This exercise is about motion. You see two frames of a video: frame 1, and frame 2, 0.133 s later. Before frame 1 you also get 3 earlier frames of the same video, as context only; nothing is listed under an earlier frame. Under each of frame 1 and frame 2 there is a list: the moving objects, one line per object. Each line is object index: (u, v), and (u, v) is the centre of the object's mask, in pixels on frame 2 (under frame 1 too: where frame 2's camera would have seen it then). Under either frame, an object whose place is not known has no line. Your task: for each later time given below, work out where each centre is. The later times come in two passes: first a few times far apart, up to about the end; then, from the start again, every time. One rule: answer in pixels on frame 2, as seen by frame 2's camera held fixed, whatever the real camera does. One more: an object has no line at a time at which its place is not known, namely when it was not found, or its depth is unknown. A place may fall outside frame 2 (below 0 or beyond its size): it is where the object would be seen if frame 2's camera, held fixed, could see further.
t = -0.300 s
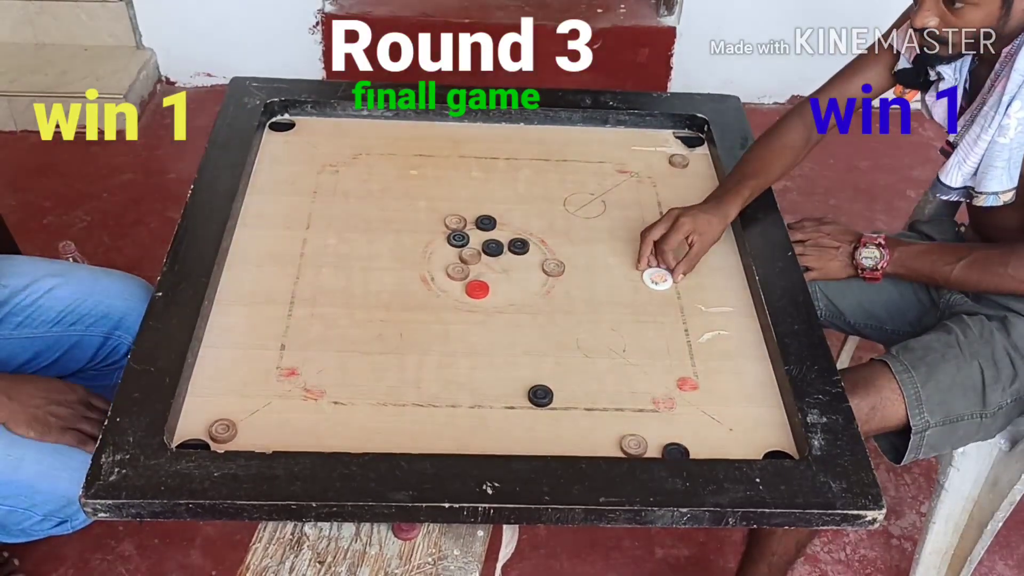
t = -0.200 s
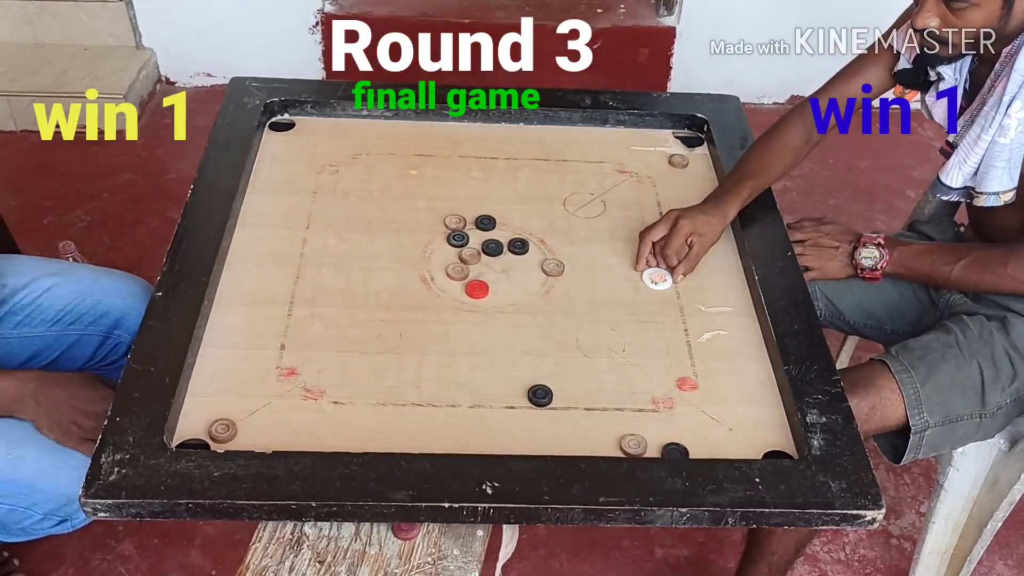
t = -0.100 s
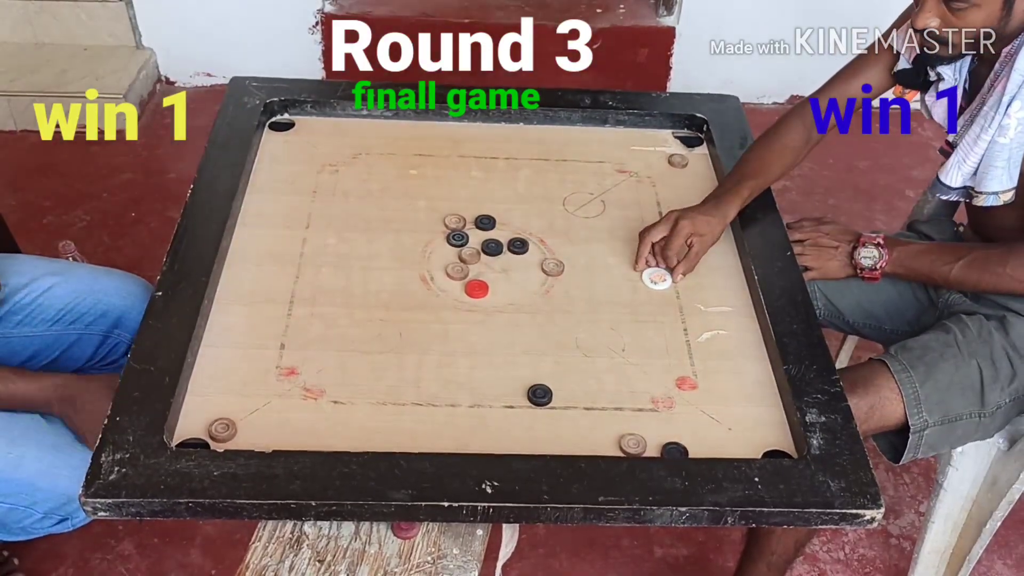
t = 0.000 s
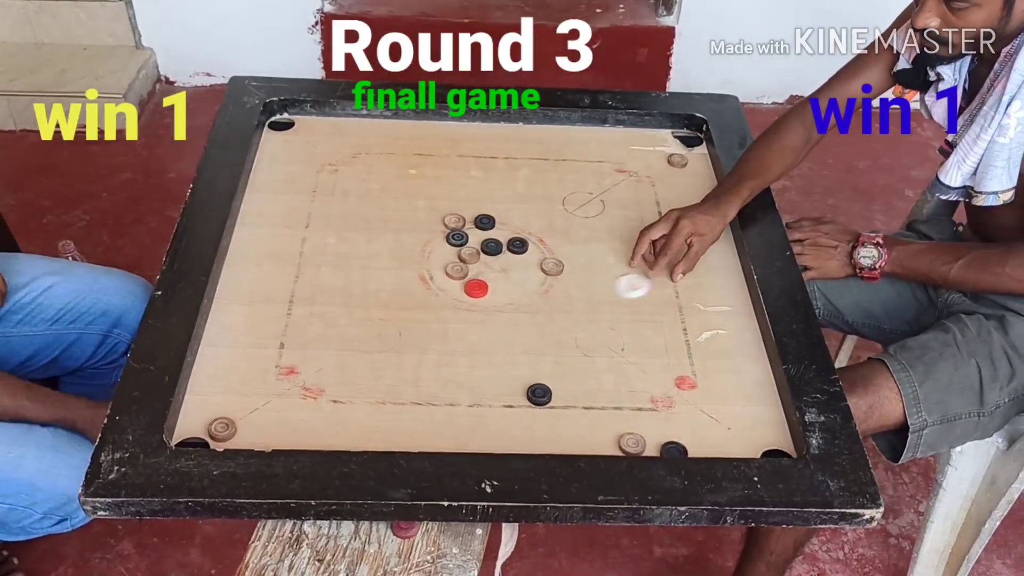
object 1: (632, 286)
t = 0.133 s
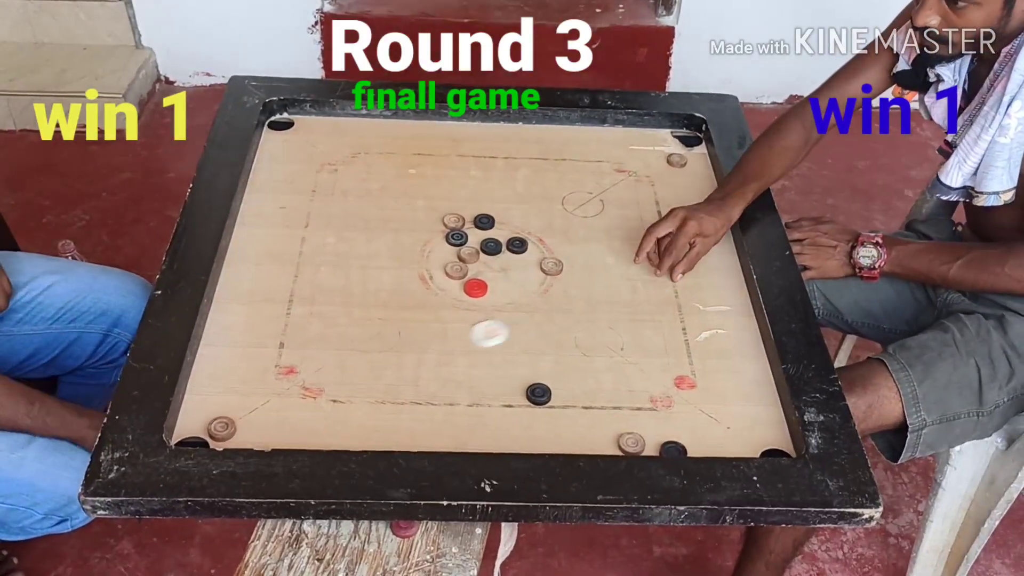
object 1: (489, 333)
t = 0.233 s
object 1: (375, 373)
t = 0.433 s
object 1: (239, 423)
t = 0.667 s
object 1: (239, 423)
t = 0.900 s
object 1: (239, 422)
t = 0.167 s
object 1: (452, 347)
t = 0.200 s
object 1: (414, 360)
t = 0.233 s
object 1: (375, 373)
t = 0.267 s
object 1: (336, 387)
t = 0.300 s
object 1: (299, 401)
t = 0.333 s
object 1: (260, 416)
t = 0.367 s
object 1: (246, 420)
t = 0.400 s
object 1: (241, 422)
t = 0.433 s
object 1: (239, 423)
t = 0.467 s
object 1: (240, 422)
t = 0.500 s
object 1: (240, 422)
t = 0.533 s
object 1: (239, 422)
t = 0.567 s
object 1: (239, 423)
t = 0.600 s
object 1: (239, 422)
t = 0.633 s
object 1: (239, 423)
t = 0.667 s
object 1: (239, 423)
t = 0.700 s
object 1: (239, 423)
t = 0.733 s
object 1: (239, 422)
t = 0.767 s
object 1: (239, 423)
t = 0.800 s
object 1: (239, 422)
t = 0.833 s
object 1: (239, 422)
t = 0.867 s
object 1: (239, 423)
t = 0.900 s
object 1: (239, 422)
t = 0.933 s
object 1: (239, 422)
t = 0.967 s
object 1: (239, 423)
